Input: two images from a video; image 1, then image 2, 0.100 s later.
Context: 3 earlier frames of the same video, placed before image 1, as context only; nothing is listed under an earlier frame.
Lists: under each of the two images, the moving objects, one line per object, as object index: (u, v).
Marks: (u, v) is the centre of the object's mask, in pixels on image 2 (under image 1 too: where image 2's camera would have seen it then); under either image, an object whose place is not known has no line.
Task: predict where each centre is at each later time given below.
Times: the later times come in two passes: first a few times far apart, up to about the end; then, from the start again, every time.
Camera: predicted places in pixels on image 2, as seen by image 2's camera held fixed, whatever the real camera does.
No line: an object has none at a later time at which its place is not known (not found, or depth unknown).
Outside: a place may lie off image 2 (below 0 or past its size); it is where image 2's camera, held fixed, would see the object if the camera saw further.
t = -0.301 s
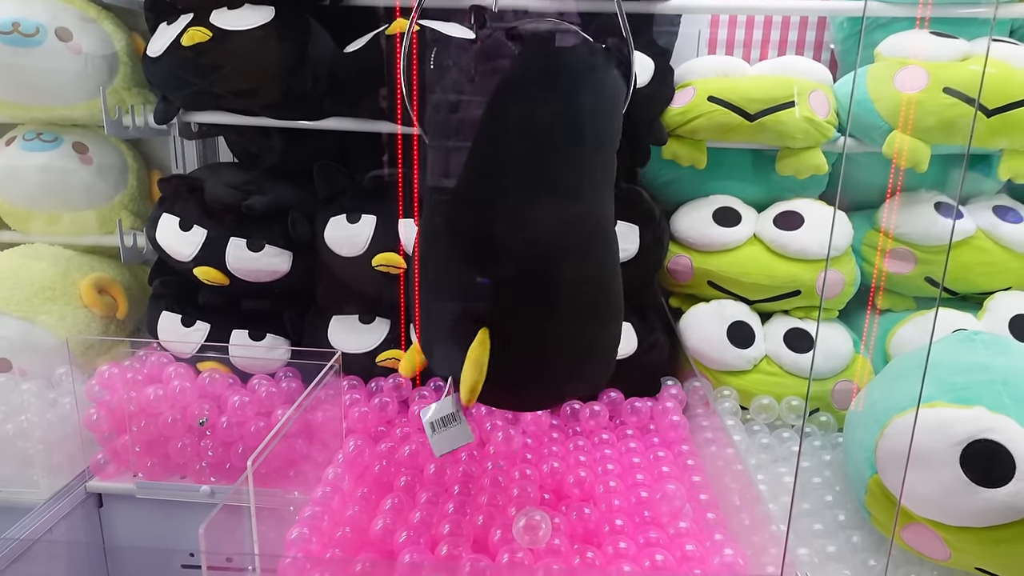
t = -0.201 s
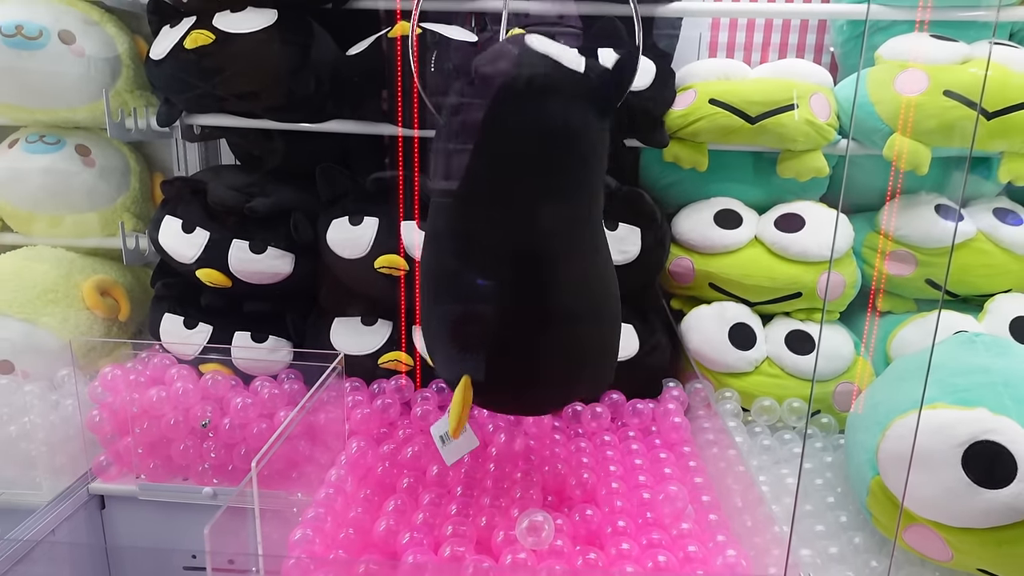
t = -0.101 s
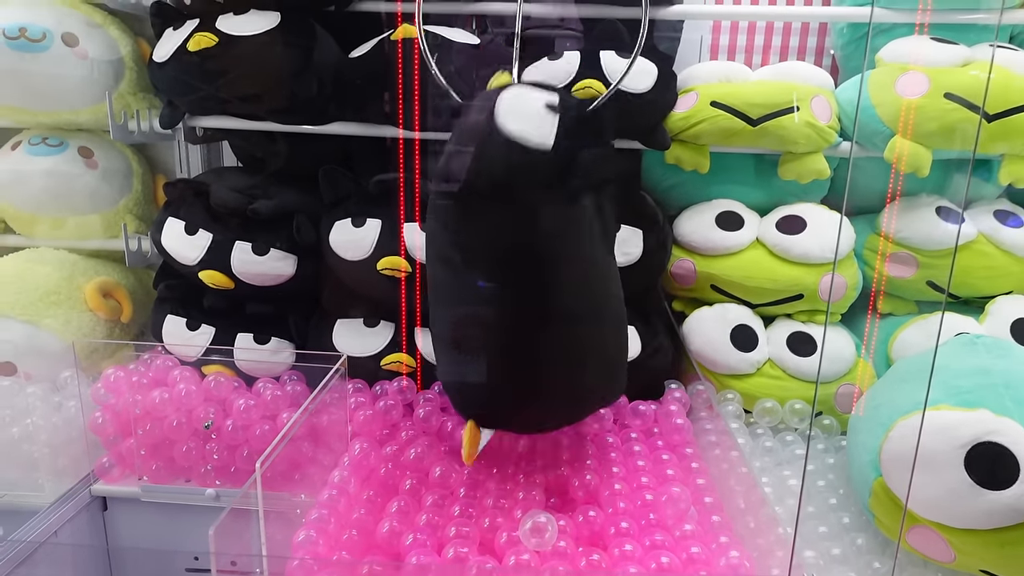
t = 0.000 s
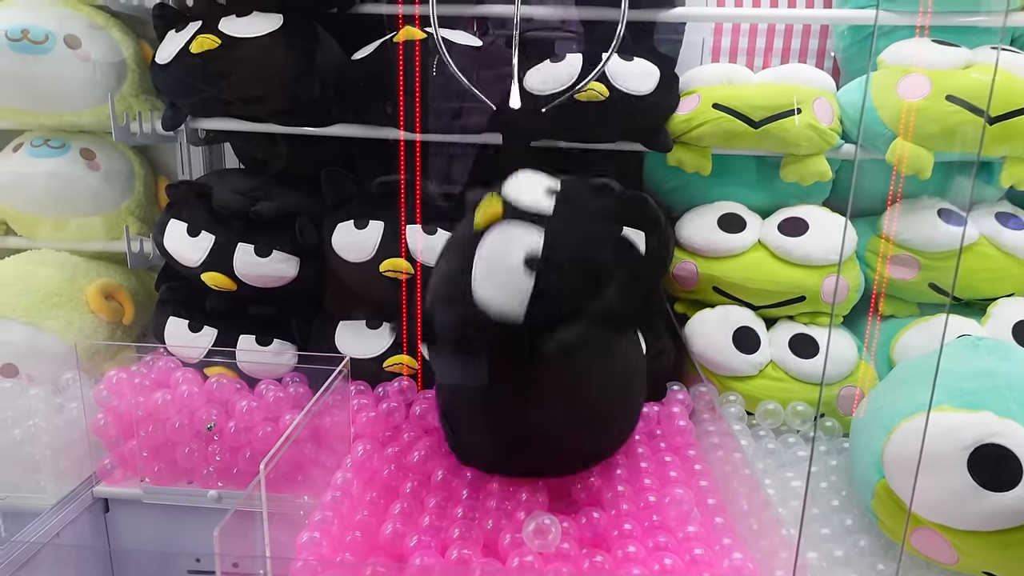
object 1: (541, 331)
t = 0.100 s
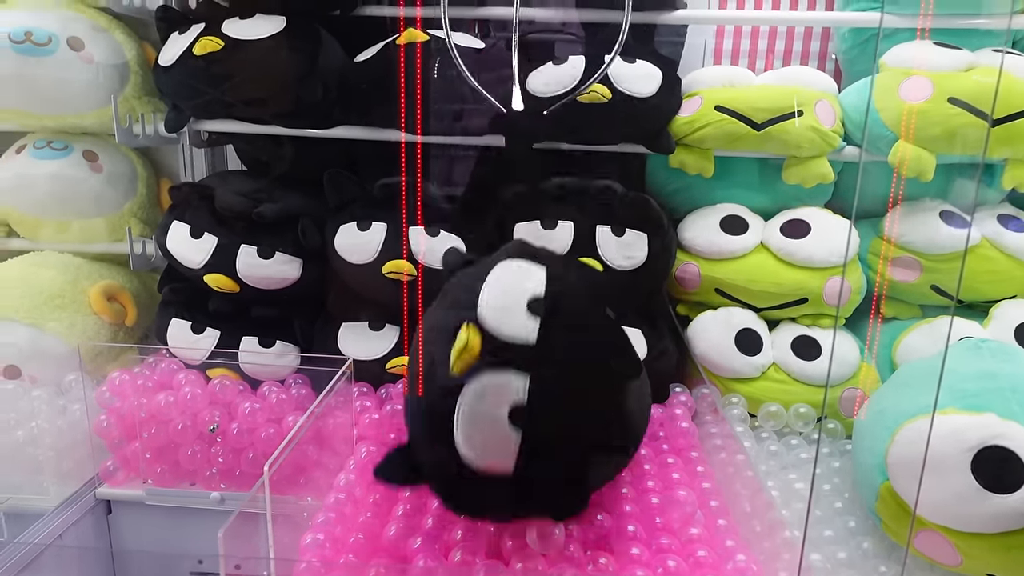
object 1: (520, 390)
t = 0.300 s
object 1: (504, 440)
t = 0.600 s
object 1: (512, 442)
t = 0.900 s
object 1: (530, 447)
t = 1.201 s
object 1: (541, 461)
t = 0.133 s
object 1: (512, 408)
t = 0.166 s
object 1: (510, 431)
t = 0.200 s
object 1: (509, 439)
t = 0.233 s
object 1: (508, 439)
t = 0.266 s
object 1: (505, 439)
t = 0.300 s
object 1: (504, 440)
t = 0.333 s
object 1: (503, 439)
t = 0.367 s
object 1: (502, 438)
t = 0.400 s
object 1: (503, 436)
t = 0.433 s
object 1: (505, 436)
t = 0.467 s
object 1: (506, 437)
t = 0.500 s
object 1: (507, 439)
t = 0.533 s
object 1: (508, 440)
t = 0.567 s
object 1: (510, 442)
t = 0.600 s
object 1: (512, 442)
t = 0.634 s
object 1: (516, 443)
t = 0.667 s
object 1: (517, 442)
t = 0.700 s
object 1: (519, 443)
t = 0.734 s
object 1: (519, 442)
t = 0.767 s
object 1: (521, 442)
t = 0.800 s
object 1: (524, 444)
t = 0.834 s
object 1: (526, 445)
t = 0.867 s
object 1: (528, 446)
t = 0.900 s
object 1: (530, 447)
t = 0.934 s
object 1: (532, 448)
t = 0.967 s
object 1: (534, 449)
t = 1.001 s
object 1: (535, 450)
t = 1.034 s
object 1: (536, 450)
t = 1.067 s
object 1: (537, 452)
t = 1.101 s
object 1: (536, 454)
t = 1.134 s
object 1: (538, 456)
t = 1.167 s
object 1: (539, 459)
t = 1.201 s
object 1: (541, 461)
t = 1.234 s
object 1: (541, 461)
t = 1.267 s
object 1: (541, 462)
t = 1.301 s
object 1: (541, 462)
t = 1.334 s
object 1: (541, 462)
